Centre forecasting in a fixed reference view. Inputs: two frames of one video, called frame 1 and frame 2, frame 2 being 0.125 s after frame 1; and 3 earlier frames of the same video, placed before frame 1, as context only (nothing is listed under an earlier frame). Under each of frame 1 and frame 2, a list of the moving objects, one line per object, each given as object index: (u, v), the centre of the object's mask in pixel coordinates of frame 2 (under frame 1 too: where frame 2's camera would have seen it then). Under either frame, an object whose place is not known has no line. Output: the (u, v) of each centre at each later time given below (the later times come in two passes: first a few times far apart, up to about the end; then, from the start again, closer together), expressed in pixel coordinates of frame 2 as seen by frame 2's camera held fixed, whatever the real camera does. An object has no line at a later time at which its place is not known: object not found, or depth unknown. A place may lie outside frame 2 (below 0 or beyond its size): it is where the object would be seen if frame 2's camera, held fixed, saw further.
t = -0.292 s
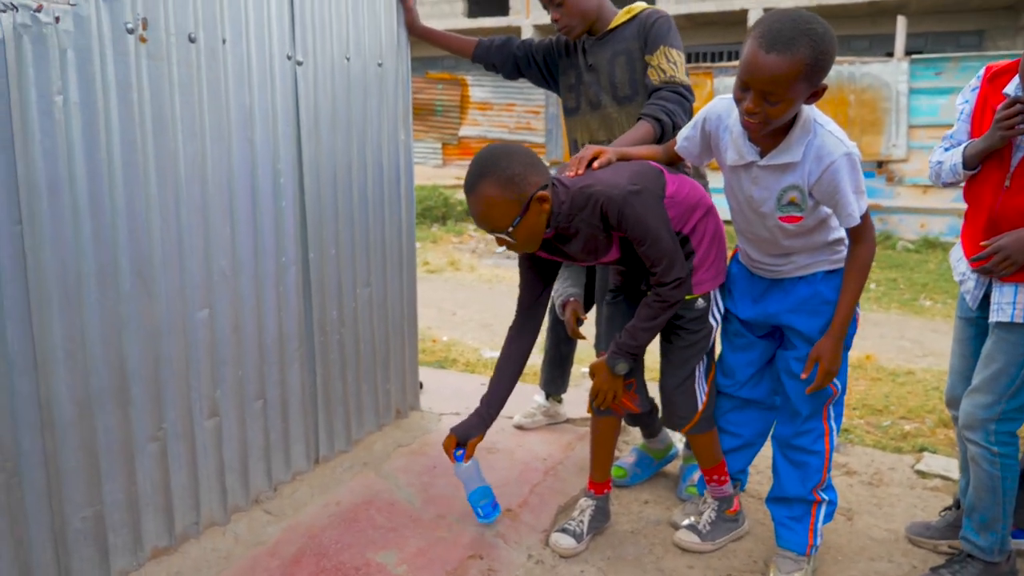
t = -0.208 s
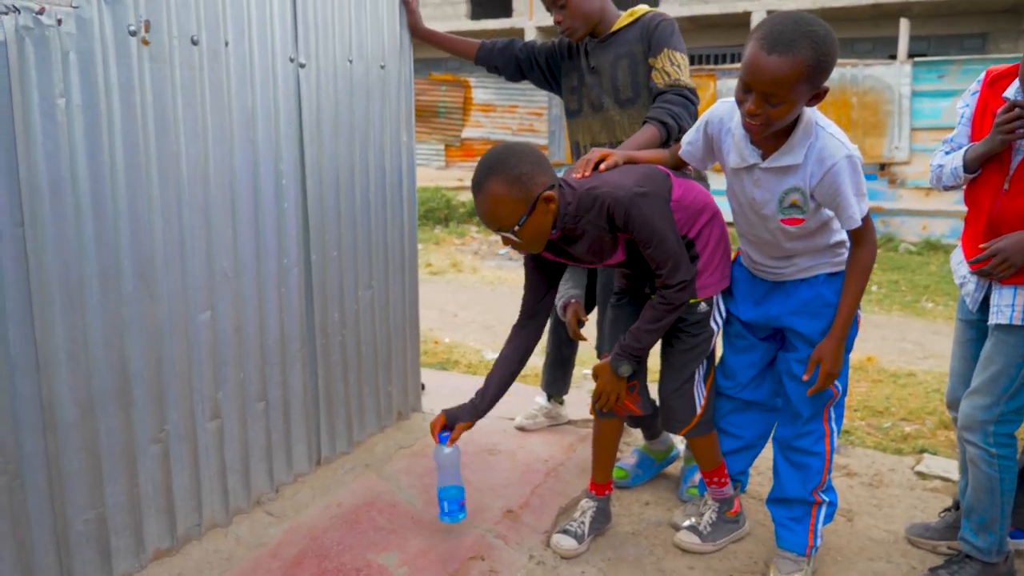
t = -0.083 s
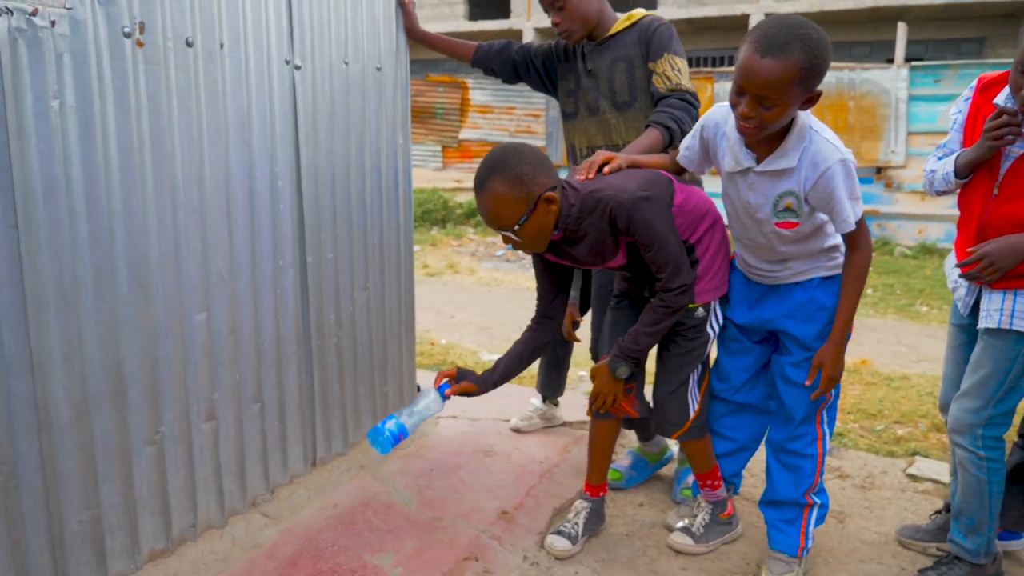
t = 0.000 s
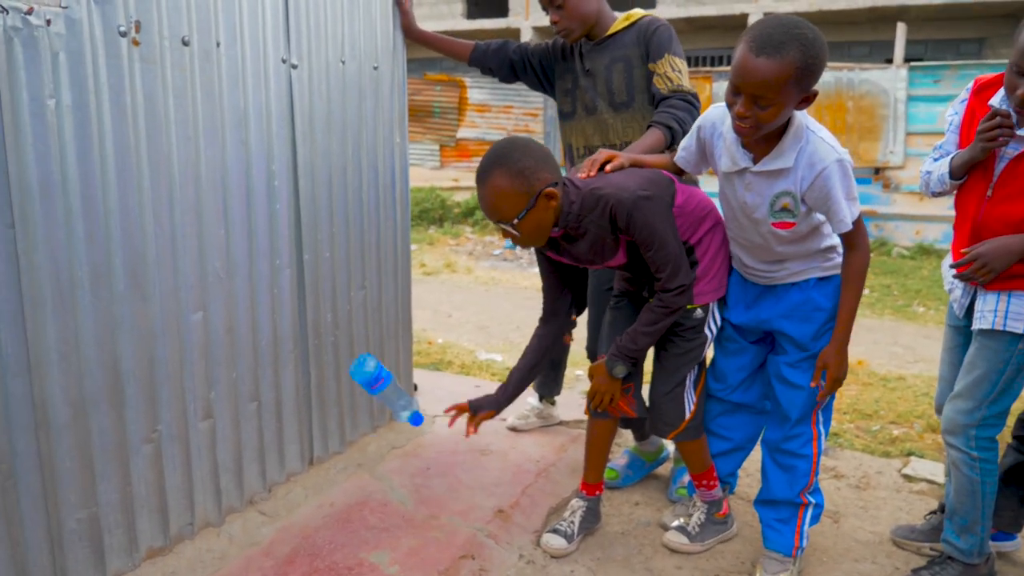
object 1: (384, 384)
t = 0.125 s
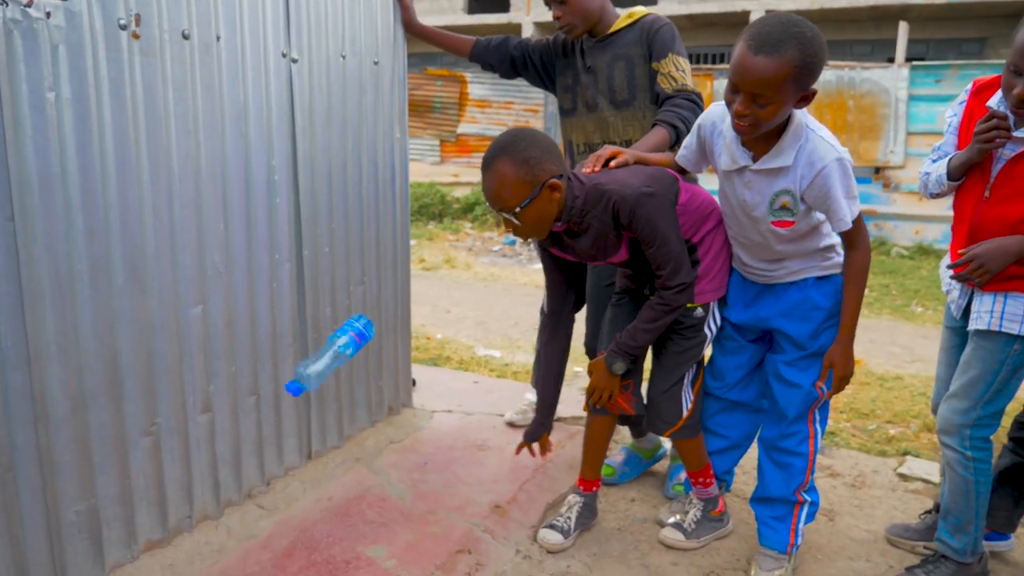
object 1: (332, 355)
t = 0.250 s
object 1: (318, 359)
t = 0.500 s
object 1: (339, 536)
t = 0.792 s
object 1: (349, 534)
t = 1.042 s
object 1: (348, 533)
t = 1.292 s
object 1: (349, 534)
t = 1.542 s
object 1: (348, 533)
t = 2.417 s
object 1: (349, 534)
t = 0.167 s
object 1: (322, 348)
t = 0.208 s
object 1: (318, 348)
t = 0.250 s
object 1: (318, 359)
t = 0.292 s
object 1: (321, 382)
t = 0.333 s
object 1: (323, 415)
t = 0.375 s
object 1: (325, 458)
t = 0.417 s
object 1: (325, 509)
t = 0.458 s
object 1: (337, 523)
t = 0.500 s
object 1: (339, 536)
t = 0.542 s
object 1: (344, 534)
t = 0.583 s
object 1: (348, 534)
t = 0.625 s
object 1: (348, 533)
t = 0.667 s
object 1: (348, 533)
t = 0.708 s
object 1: (348, 533)
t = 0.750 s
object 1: (349, 534)
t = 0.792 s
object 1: (349, 534)
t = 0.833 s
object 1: (349, 534)
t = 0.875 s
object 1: (349, 533)
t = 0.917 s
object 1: (349, 534)
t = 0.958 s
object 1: (349, 533)
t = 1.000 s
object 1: (348, 533)
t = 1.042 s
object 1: (348, 533)
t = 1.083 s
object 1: (349, 533)
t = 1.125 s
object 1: (349, 534)
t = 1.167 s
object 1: (348, 534)
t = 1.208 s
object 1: (349, 534)
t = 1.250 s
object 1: (349, 534)
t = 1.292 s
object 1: (349, 534)
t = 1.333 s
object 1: (349, 534)
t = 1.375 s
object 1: (349, 534)
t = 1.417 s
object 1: (348, 534)
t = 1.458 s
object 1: (348, 534)
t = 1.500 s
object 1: (348, 533)
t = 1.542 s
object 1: (348, 533)
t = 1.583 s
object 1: (348, 534)
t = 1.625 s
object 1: (349, 534)
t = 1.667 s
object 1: (349, 534)
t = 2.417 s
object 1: (349, 534)
